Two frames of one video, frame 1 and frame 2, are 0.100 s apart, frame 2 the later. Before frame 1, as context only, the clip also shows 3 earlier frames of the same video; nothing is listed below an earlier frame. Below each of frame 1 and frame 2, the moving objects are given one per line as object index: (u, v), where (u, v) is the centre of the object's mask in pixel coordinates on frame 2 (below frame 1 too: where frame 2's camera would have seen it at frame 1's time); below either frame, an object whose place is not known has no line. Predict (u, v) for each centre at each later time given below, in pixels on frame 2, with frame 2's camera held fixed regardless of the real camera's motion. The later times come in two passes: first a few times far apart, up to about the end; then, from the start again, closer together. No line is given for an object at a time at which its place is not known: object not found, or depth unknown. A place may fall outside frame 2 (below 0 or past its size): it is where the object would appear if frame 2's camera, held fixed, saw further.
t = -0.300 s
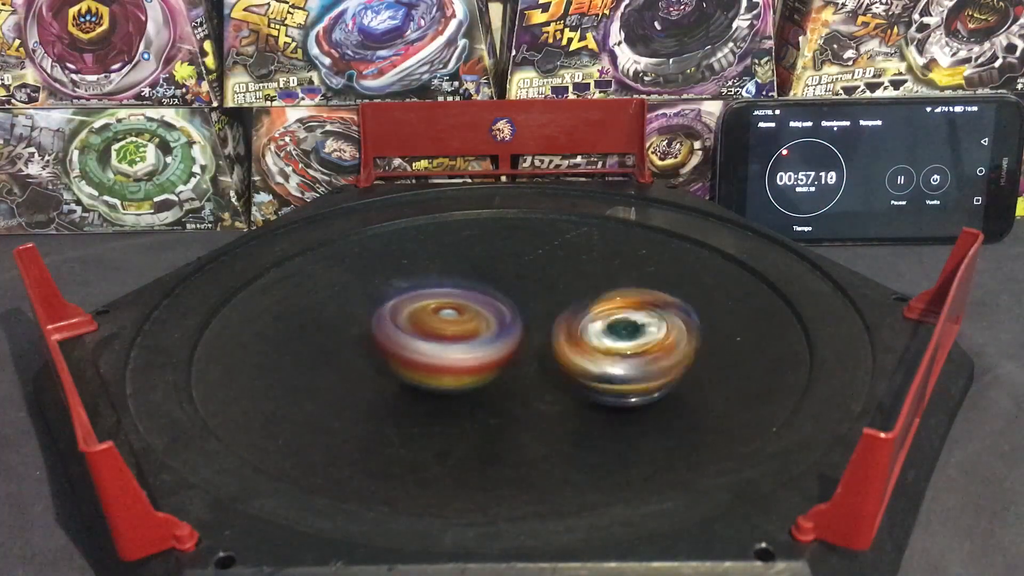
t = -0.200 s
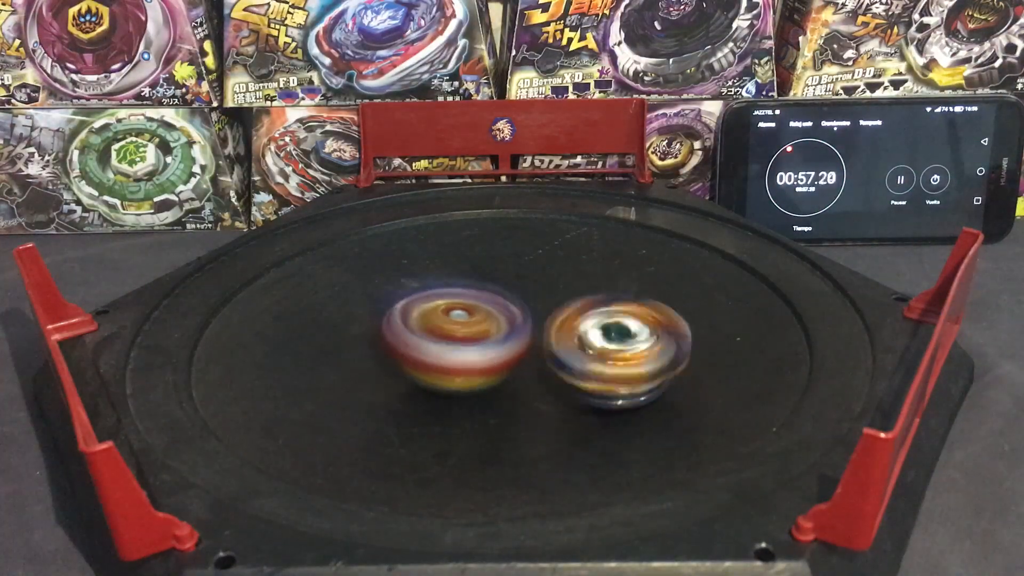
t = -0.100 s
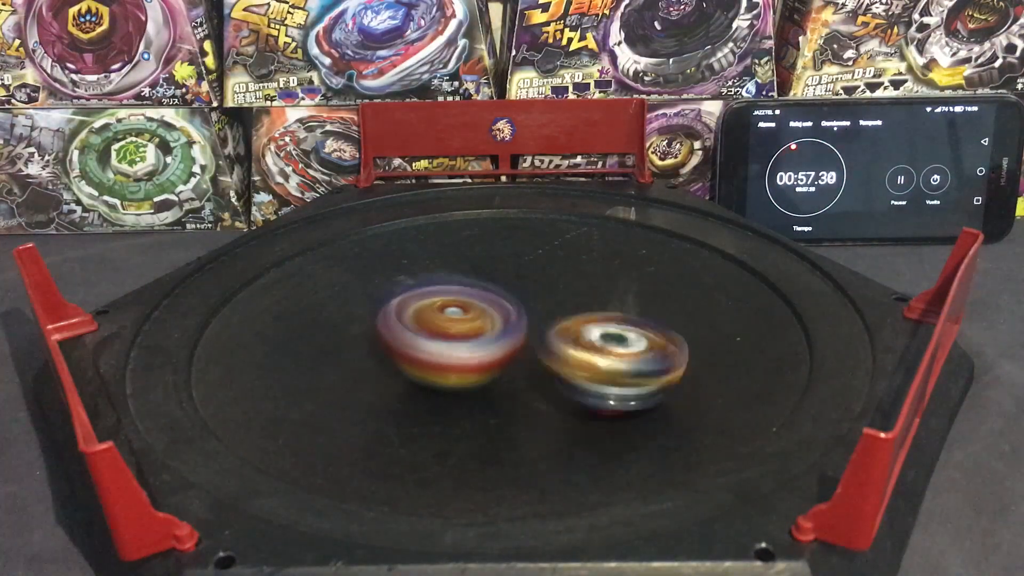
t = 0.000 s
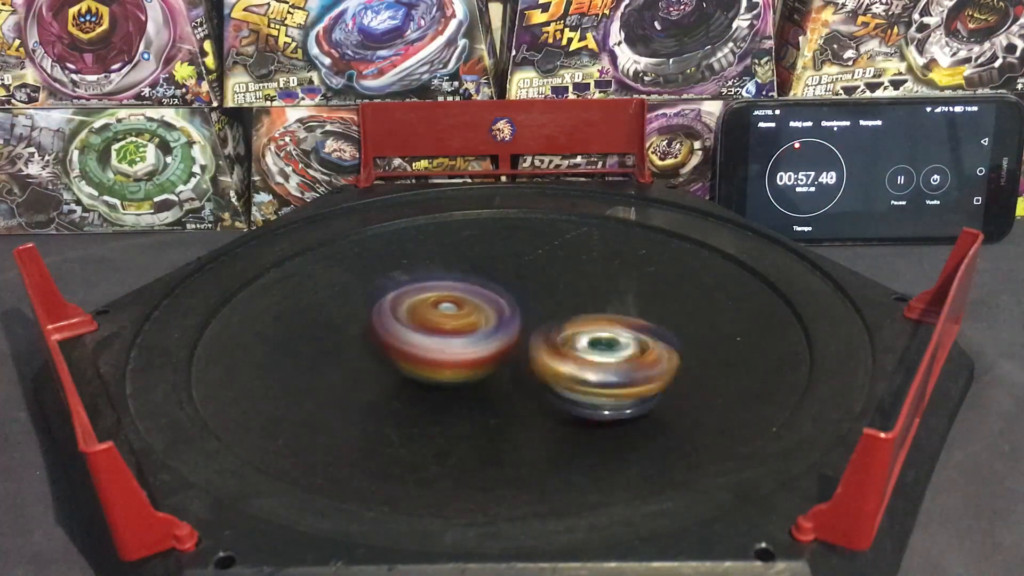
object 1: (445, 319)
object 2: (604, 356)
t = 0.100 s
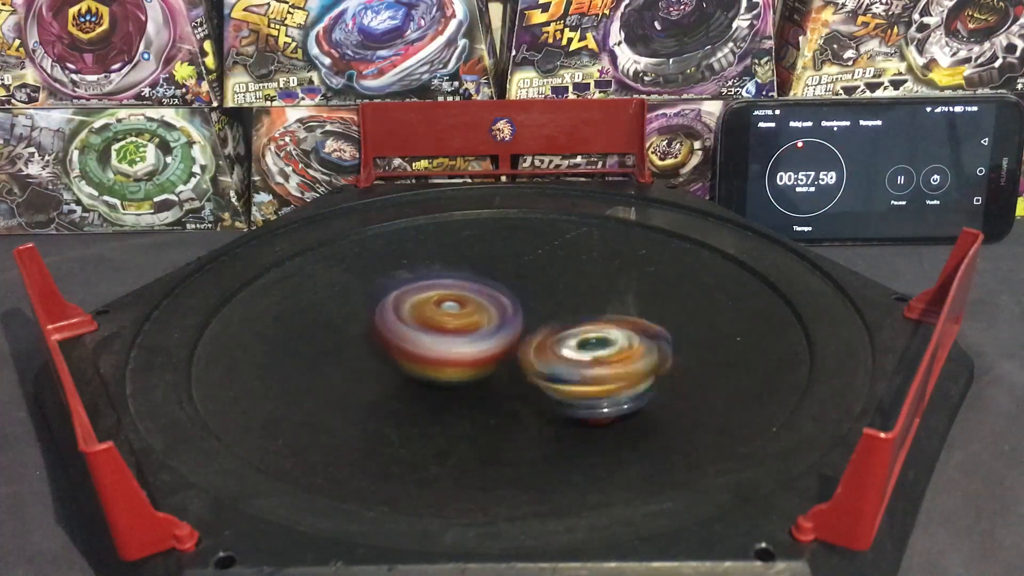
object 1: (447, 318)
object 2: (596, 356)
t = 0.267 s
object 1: (447, 315)
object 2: (588, 366)
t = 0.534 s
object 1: (447, 302)
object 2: (552, 364)
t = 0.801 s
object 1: (461, 298)
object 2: (543, 371)
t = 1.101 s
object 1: (471, 296)
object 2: (533, 368)
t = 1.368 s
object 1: (475, 278)
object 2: (504, 364)
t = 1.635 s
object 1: (501, 278)
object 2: (468, 391)
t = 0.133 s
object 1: (450, 318)
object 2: (589, 359)
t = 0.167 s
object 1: (450, 317)
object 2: (584, 363)
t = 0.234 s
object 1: (451, 317)
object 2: (581, 363)
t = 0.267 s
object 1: (447, 315)
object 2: (588, 366)
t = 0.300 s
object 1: (441, 310)
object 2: (591, 364)
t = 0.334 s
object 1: (438, 308)
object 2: (587, 363)
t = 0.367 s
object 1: (438, 306)
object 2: (581, 362)
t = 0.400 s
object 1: (438, 303)
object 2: (573, 361)
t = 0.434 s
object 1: (439, 305)
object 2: (564, 364)
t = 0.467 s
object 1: (442, 302)
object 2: (560, 368)
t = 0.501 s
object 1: (443, 305)
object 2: (557, 365)
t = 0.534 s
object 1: (447, 302)
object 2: (552, 364)
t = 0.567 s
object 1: (449, 300)
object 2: (551, 365)
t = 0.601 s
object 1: (448, 303)
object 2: (548, 366)
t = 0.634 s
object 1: (450, 300)
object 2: (542, 366)
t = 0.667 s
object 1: (452, 299)
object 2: (540, 367)
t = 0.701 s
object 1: (453, 298)
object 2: (538, 367)
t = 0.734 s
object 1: (455, 299)
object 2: (537, 369)
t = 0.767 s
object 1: (459, 300)
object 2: (540, 366)
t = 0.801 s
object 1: (461, 298)
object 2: (543, 371)
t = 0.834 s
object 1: (462, 296)
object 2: (546, 372)
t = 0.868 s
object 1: (463, 295)
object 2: (546, 372)
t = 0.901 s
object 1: (465, 295)
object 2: (545, 372)
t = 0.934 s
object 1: (466, 295)
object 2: (542, 372)
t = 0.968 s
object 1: (468, 295)
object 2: (539, 372)
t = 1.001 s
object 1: (469, 296)
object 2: (535, 372)
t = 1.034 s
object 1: (470, 296)
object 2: (538, 371)
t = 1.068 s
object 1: (470, 296)
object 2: (537, 371)
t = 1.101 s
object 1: (471, 296)
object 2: (533, 368)
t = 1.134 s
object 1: (469, 294)
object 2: (536, 372)
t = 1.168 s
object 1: (468, 288)
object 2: (536, 369)
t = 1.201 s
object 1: (468, 285)
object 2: (530, 365)
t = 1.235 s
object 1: (469, 283)
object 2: (523, 365)
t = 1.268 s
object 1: (469, 280)
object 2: (518, 365)
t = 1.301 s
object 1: (471, 280)
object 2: (515, 361)
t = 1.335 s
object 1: (472, 279)
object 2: (508, 361)
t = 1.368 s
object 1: (475, 278)
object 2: (504, 364)
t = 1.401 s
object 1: (479, 278)
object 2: (499, 363)
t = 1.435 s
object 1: (485, 274)
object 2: (494, 374)
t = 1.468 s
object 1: (489, 272)
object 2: (489, 376)
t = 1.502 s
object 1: (493, 272)
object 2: (480, 379)
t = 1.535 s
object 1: (496, 272)
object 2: (473, 386)
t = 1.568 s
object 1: (498, 273)
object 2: (472, 388)
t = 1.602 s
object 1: (500, 276)
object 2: (468, 390)
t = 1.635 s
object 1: (501, 278)
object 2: (468, 391)
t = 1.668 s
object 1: (503, 282)
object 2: (470, 391)
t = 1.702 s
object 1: (504, 286)
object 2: (473, 387)
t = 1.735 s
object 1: (504, 290)
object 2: (475, 386)
